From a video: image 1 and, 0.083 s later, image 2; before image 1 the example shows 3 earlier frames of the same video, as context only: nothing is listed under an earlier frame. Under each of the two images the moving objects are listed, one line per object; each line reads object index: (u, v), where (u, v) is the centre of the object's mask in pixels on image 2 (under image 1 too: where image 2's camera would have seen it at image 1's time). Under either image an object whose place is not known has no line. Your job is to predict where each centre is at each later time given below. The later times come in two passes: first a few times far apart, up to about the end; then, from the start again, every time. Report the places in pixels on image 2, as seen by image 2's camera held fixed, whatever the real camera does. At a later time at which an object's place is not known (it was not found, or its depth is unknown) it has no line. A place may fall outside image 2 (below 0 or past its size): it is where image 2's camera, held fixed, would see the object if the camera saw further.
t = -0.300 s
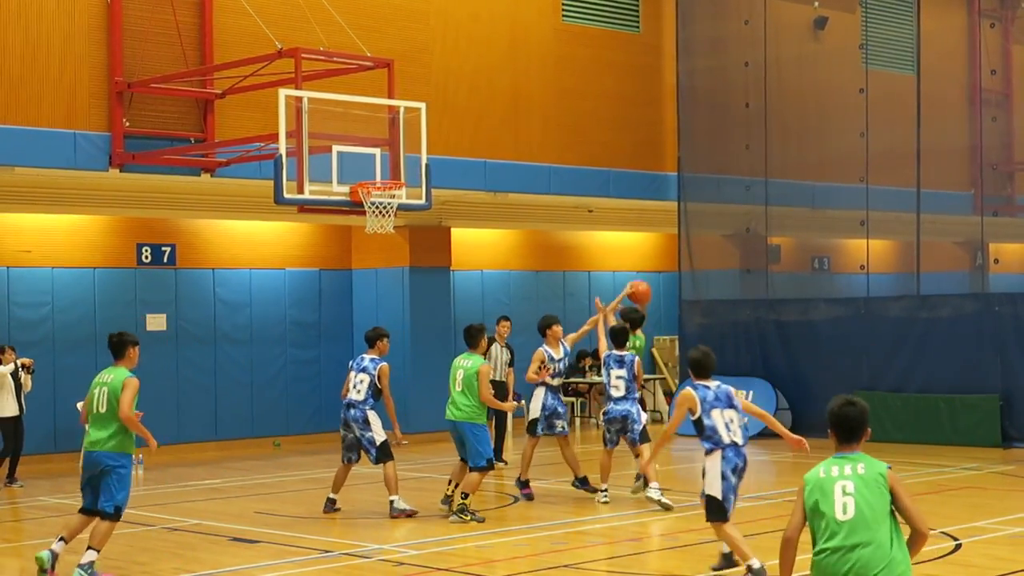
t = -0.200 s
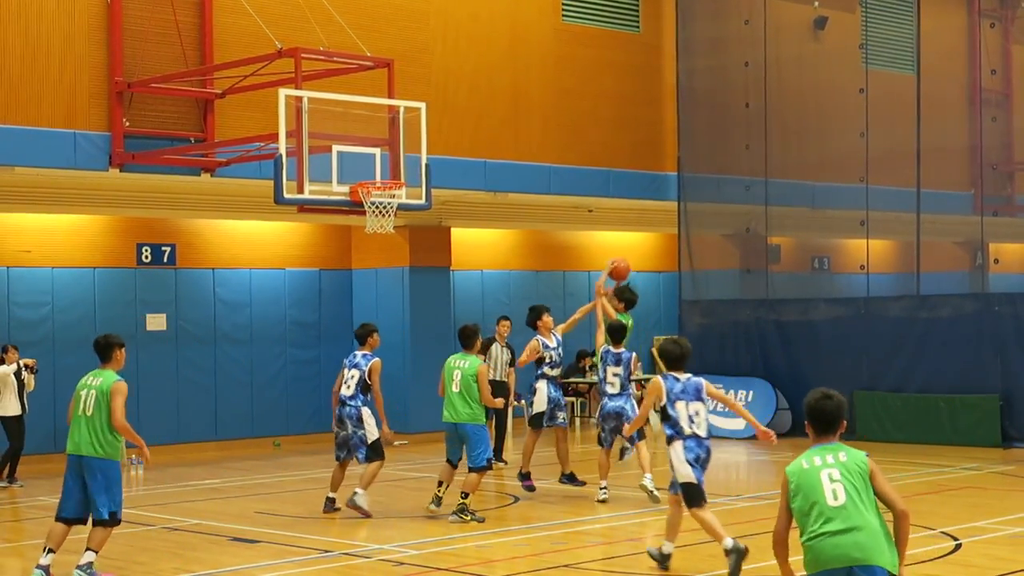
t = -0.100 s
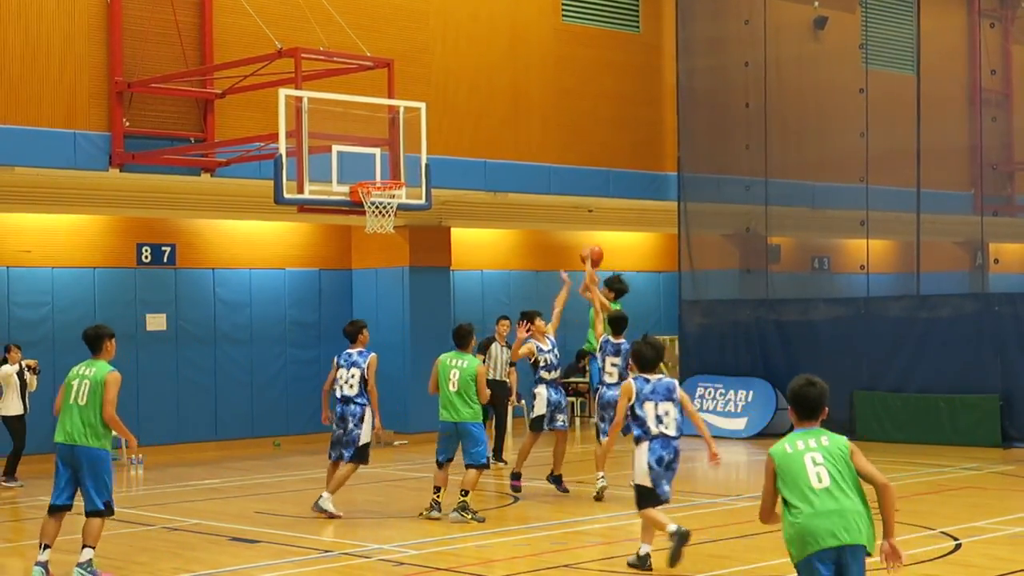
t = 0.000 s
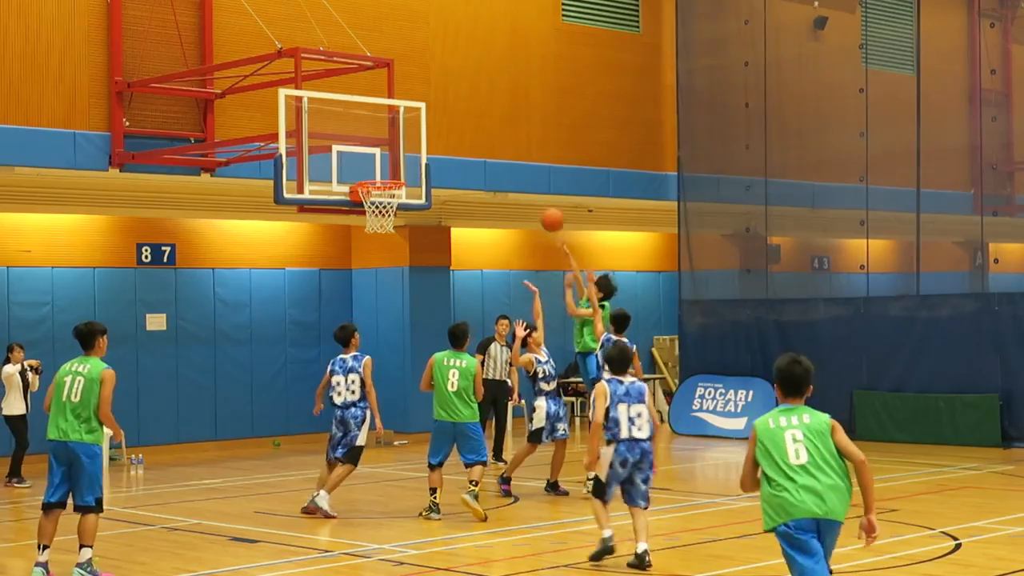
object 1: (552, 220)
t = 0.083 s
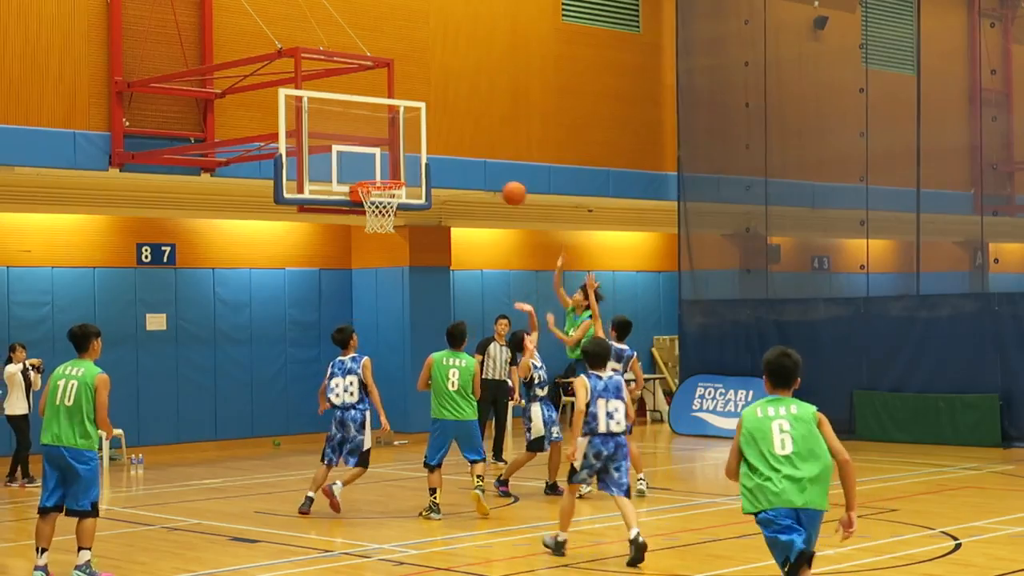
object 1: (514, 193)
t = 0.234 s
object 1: (445, 163)
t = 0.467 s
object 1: (381, 154)
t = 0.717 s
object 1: (380, 159)
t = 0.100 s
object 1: (506, 188)
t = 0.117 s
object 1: (498, 185)
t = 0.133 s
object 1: (491, 181)
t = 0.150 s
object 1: (483, 177)
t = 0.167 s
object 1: (476, 174)
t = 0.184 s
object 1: (467, 170)
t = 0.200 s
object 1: (460, 168)
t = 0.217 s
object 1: (452, 165)
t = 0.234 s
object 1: (445, 163)
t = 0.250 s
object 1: (438, 161)
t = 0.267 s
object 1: (430, 159)
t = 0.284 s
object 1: (422, 158)
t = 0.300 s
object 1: (415, 157)
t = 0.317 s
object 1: (407, 156)
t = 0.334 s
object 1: (400, 155)
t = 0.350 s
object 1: (392, 154)
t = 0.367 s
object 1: (386, 154)
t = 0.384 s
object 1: (385, 154)
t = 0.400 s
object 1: (384, 153)
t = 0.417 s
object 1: (383, 153)
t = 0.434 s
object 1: (383, 153)
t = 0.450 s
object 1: (382, 153)
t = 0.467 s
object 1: (381, 154)
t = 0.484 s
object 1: (380, 155)
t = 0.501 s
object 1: (379, 156)
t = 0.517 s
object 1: (378, 158)
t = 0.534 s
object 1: (377, 159)
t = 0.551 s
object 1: (376, 162)
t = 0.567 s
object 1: (376, 164)
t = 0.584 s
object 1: (374, 166)
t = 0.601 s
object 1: (374, 169)
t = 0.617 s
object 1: (374, 170)
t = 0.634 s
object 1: (375, 168)
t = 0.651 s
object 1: (376, 165)
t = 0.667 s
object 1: (377, 164)
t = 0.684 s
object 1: (378, 162)
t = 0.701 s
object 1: (379, 160)
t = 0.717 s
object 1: (380, 159)
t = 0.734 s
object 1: (382, 157)
